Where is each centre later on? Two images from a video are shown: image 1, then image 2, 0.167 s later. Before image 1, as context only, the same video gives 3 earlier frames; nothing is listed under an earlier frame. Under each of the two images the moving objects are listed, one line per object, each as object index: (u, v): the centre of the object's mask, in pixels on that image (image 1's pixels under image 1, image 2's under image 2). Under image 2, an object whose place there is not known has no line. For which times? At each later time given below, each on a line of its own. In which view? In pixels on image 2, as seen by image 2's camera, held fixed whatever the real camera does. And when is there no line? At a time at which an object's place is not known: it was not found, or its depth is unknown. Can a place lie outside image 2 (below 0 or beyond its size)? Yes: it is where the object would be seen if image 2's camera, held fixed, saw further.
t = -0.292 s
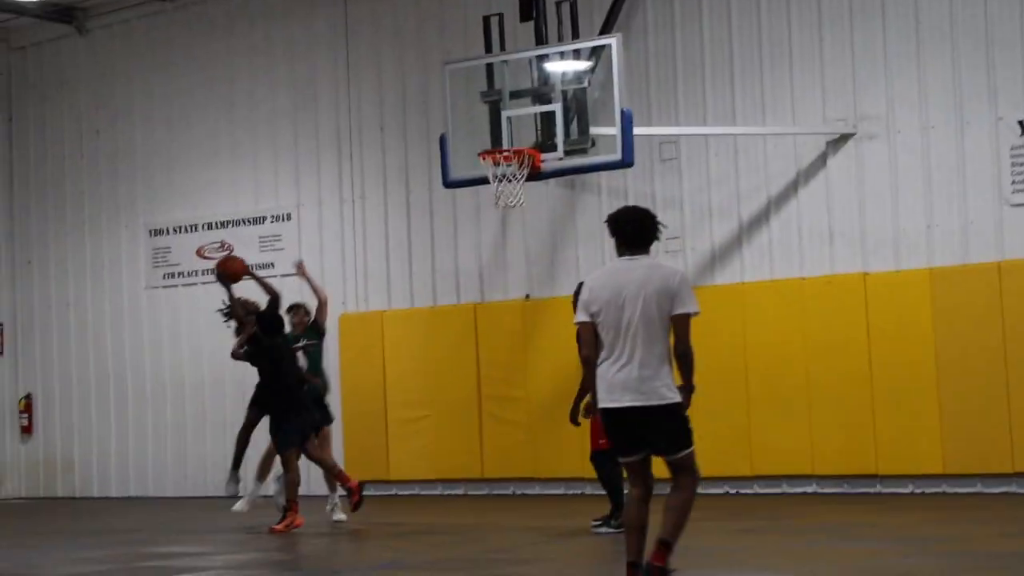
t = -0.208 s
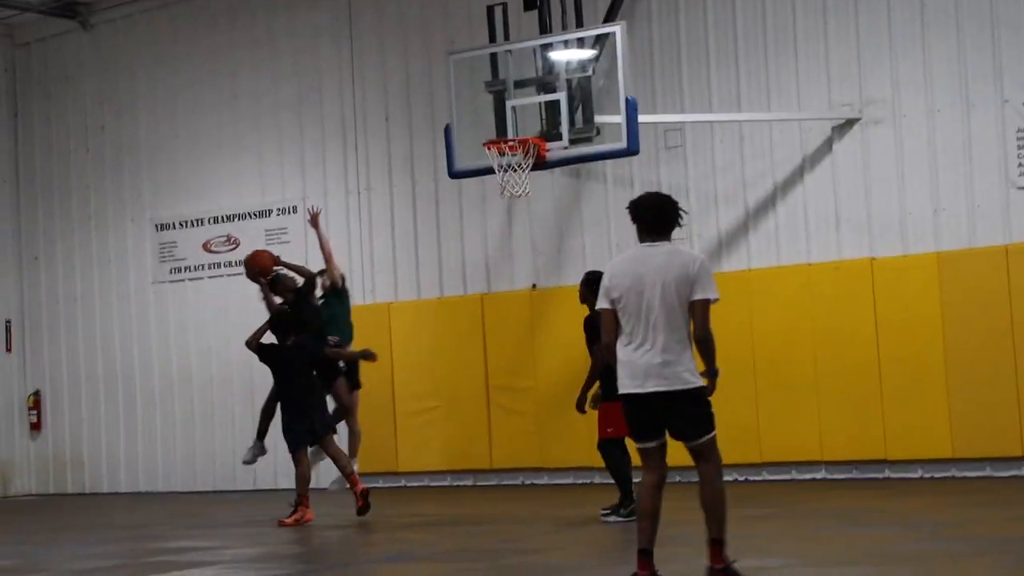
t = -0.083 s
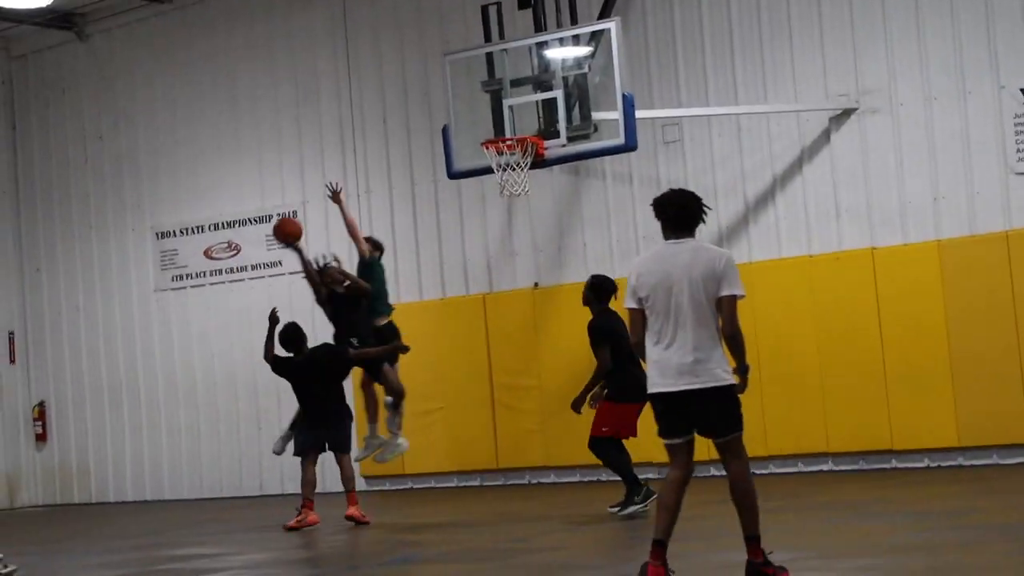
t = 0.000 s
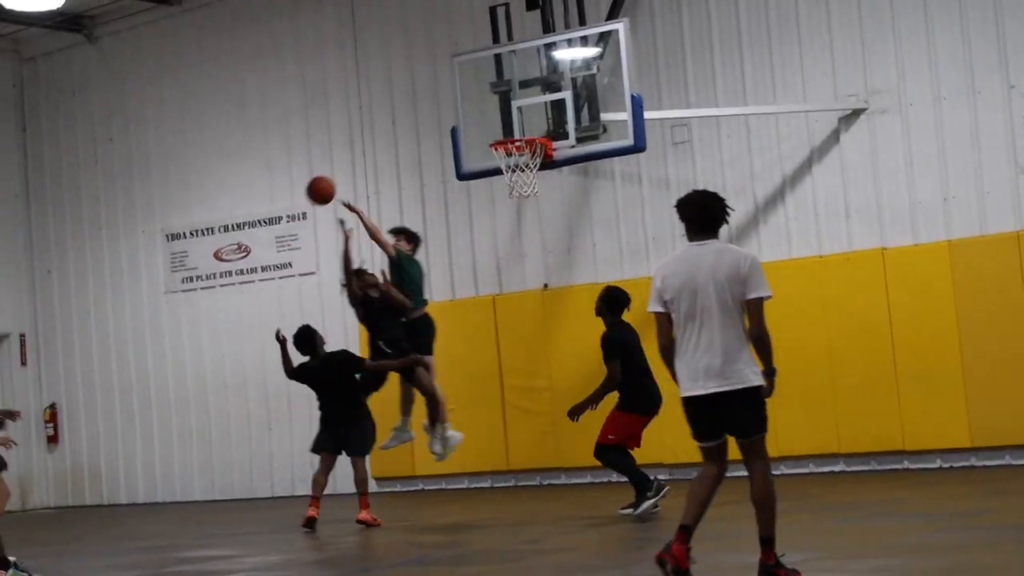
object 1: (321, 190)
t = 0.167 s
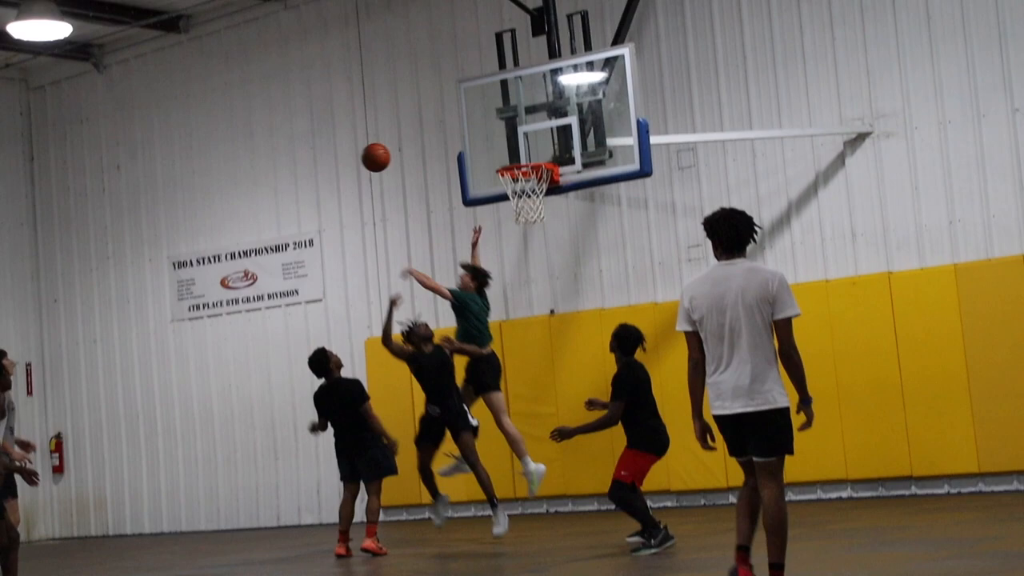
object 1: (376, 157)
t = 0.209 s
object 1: (385, 149)
